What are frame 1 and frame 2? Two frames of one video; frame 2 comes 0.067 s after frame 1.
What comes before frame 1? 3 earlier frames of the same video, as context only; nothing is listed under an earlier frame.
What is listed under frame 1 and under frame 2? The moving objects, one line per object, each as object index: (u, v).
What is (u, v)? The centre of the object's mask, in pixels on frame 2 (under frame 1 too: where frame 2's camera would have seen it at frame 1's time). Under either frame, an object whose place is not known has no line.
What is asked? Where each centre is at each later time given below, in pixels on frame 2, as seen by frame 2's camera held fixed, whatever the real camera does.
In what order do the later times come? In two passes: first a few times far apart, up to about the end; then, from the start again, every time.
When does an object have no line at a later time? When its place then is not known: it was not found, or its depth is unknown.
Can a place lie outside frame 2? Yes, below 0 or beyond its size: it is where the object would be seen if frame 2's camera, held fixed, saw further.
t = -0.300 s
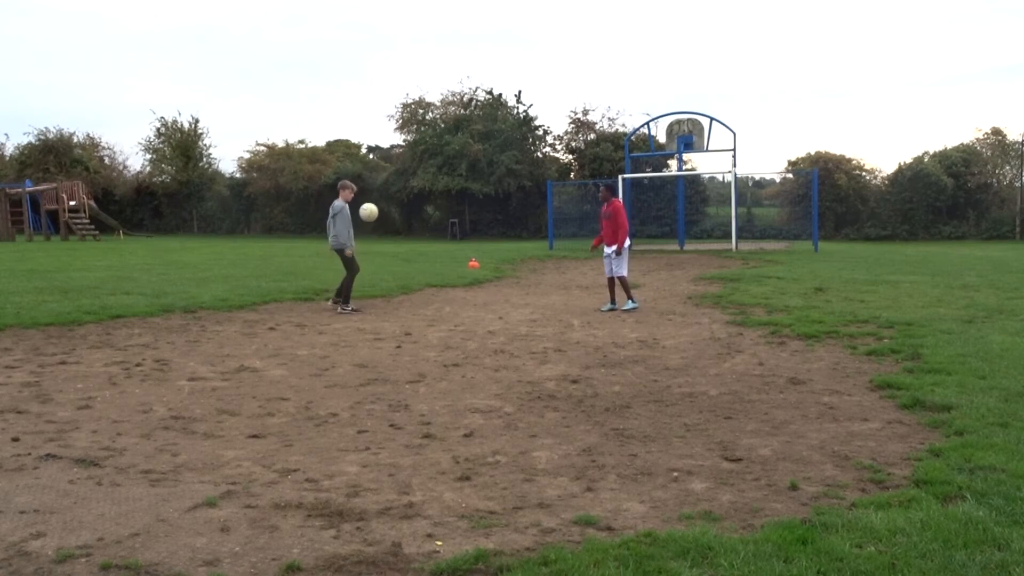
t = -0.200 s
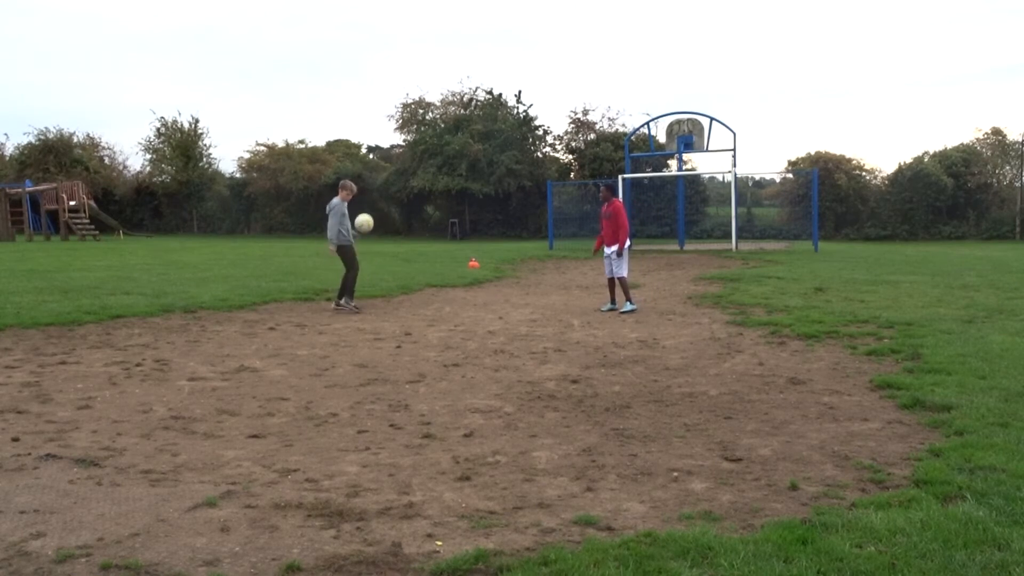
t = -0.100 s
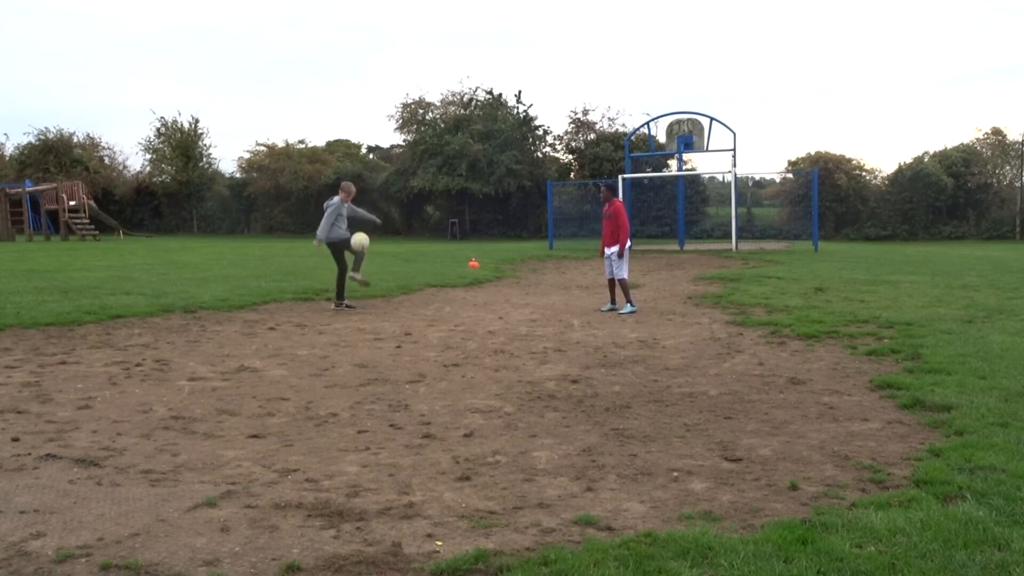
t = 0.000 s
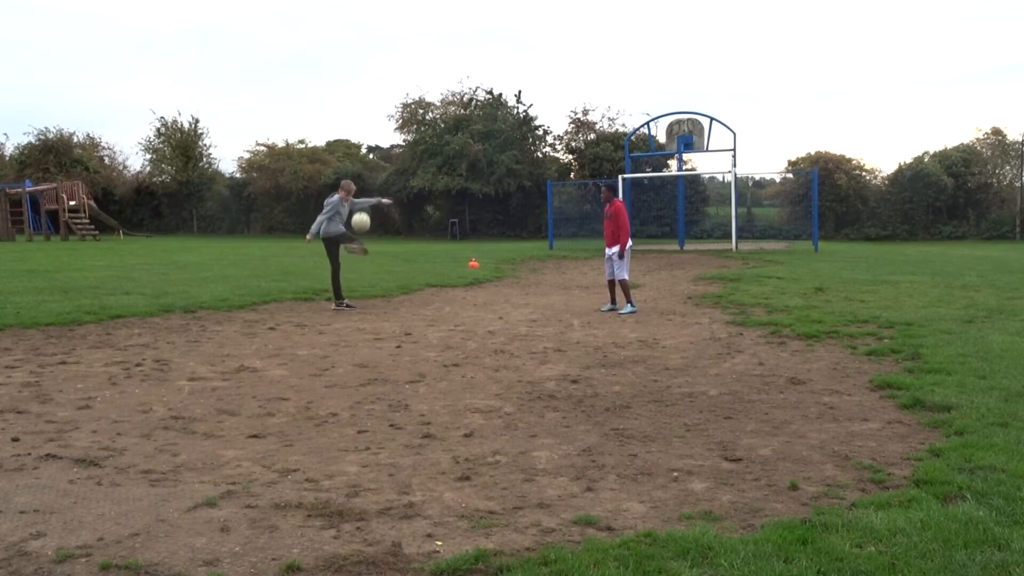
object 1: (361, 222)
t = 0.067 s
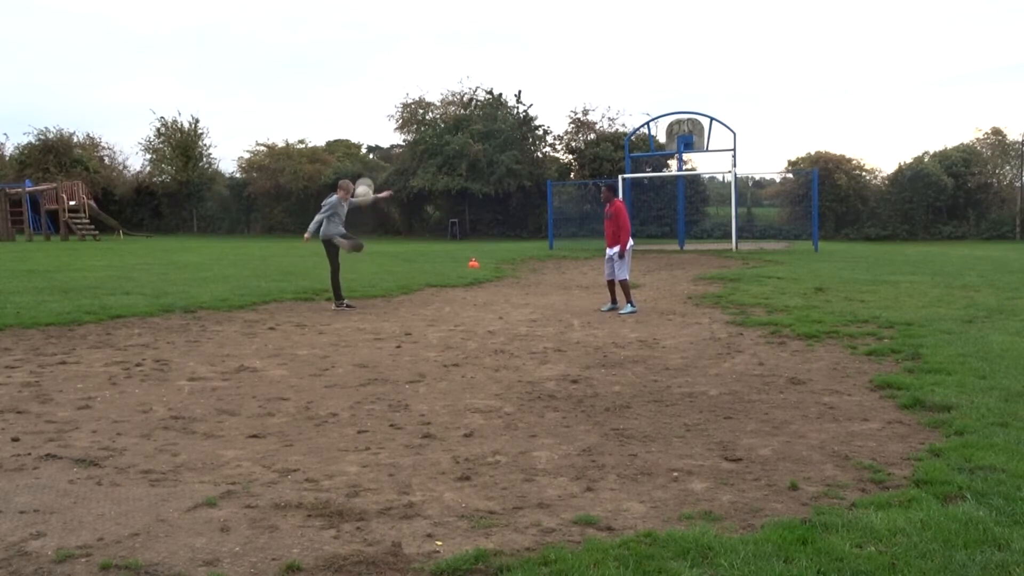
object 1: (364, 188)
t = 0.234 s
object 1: (373, 134)
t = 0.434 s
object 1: (386, 94)
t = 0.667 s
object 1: (403, 89)
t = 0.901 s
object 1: (424, 128)
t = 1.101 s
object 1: (443, 201)
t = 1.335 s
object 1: (466, 304)
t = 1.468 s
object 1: (479, 258)
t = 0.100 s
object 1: (365, 180)
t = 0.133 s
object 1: (367, 165)
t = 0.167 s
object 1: (369, 154)
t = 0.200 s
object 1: (370, 145)
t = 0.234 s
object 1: (373, 134)
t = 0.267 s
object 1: (374, 126)
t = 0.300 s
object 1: (376, 118)
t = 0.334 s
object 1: (379, 110)
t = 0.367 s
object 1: (381, 104)
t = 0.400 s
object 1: (383, 99)
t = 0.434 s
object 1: (386, 94)
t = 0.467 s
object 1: (388, 91)
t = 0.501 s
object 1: (390, 88)
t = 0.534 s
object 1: (393, 86)
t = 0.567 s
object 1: (395, 86)
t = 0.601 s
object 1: (398, 86)
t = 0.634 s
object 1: (401, 86)
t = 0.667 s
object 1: (403, 89)
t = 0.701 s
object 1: (406, 92)
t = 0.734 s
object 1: (409, 95)
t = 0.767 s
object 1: (411, 100)
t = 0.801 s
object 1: (415, 107)
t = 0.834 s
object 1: (418, 113)
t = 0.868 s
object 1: (421, 119)
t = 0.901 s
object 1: (424, 128)
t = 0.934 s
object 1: (427, 140)
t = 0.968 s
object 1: (430, 150)
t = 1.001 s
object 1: (433, 161)
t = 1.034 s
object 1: (437, 175)
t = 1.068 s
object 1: (440, 188)
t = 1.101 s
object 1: (443, 201)
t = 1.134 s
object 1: (446, 219)
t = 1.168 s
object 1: (449, 232)
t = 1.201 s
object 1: (453, 251)
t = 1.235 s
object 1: (457, 270)
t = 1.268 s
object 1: (460, 293)
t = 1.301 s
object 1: (463, 307)
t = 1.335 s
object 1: (466, 304)
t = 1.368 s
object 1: (469, 292)
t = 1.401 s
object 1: (471, 281)
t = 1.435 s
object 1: (475, 268)
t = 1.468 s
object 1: (479, 258)
